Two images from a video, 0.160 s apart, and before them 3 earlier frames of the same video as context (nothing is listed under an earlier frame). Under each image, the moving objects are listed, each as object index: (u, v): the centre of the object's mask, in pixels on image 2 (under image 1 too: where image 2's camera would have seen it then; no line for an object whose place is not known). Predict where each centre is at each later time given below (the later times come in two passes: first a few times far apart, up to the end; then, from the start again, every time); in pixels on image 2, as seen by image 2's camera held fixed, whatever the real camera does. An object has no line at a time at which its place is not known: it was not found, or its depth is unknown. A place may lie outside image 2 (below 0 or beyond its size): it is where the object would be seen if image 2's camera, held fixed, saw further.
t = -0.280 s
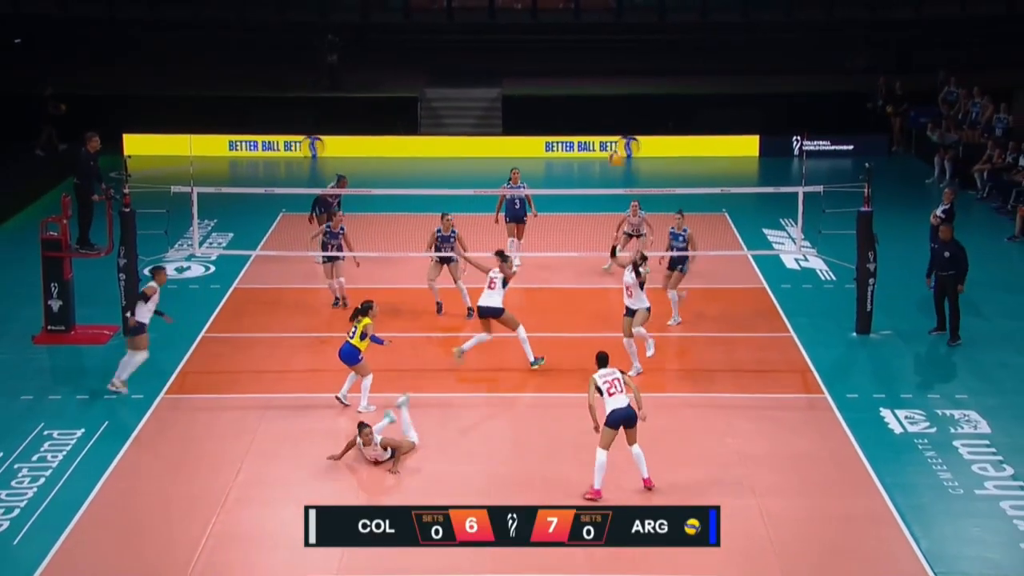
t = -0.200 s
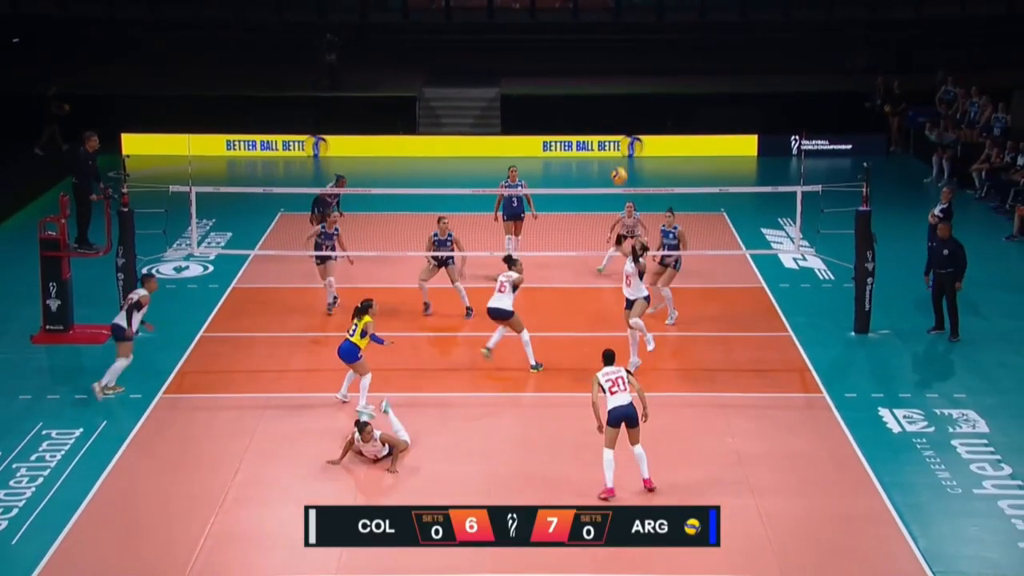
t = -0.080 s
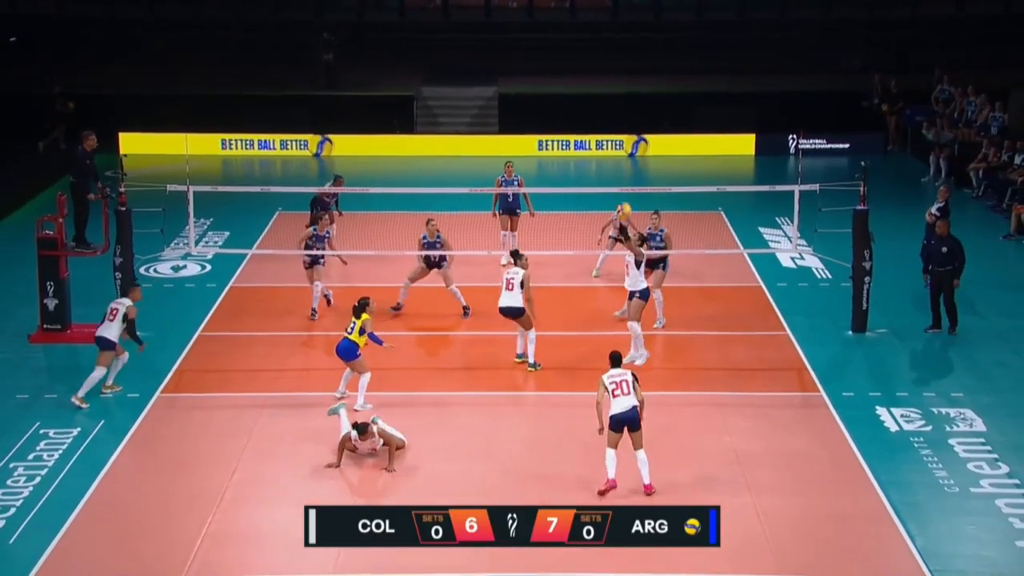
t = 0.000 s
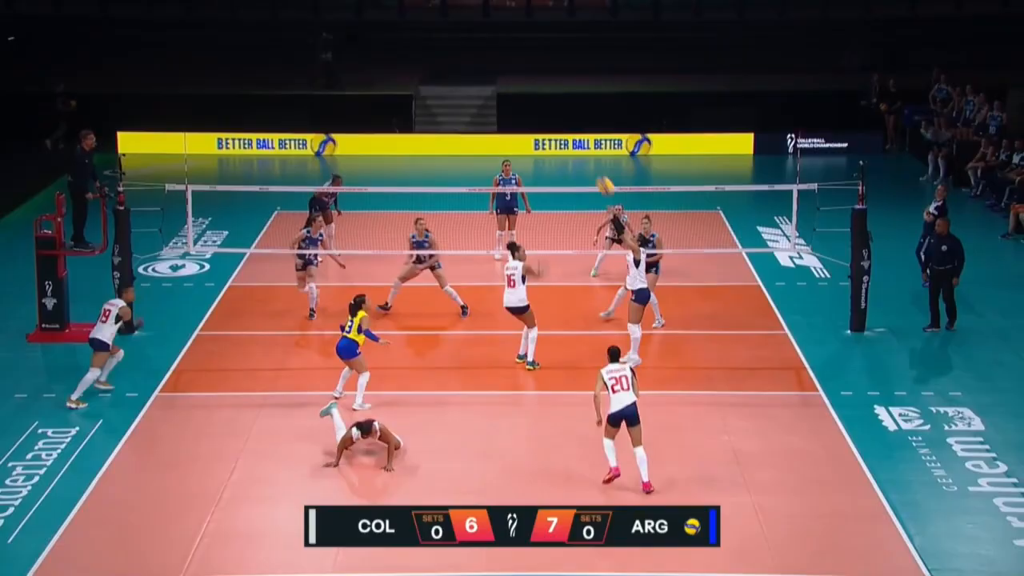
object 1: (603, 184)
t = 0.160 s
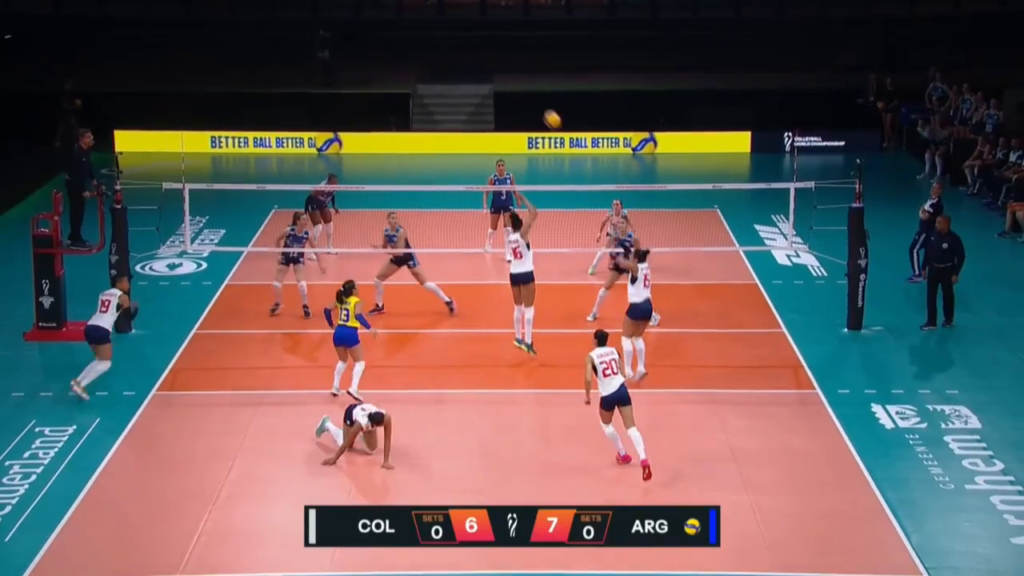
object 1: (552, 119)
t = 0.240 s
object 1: (528, 94)
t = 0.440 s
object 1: (469, 52)
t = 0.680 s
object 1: (405, 41)
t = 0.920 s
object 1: (346, 69)
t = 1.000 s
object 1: (328, 86)
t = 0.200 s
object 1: (540, 106)
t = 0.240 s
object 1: (528, 94)
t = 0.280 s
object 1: (516, 84)
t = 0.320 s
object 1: (504, 74)
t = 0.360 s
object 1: (492, 66)
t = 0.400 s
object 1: (481, 58)
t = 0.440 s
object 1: (469, 52)
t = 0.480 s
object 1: (458, 47)
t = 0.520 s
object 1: (448, 44)
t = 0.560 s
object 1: (436, 41)
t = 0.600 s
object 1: (426, 40)
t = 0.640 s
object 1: (415, 40)
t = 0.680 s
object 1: (405, 41)
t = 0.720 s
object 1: (395, 42)
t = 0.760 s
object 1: (385, 46)
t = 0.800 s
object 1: (375, 50)
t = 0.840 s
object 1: (365, 55)
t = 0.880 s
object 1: (355, 62)
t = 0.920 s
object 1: (346, 69)
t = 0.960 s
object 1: (337, 77)
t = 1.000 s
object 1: (328, 86)
